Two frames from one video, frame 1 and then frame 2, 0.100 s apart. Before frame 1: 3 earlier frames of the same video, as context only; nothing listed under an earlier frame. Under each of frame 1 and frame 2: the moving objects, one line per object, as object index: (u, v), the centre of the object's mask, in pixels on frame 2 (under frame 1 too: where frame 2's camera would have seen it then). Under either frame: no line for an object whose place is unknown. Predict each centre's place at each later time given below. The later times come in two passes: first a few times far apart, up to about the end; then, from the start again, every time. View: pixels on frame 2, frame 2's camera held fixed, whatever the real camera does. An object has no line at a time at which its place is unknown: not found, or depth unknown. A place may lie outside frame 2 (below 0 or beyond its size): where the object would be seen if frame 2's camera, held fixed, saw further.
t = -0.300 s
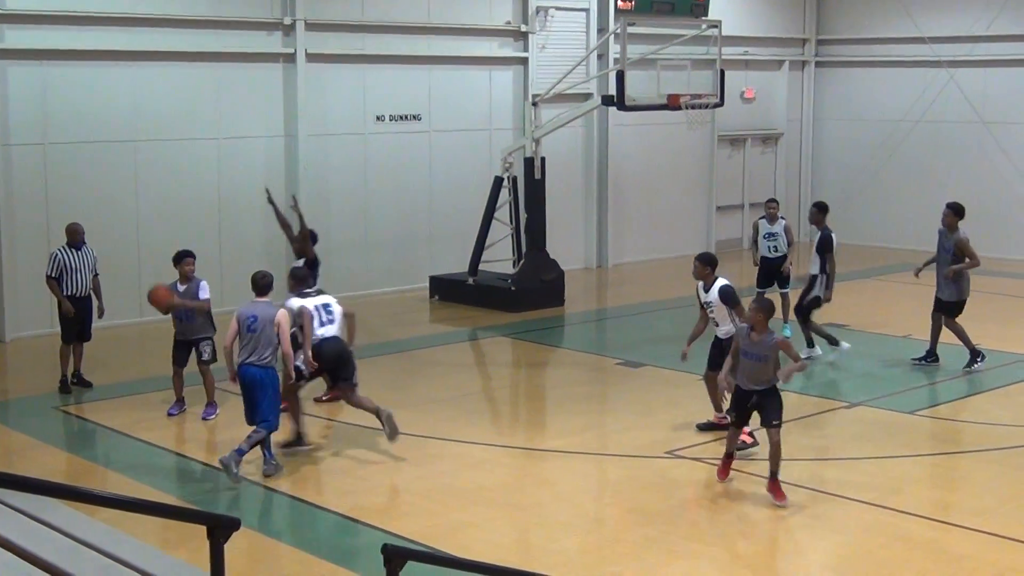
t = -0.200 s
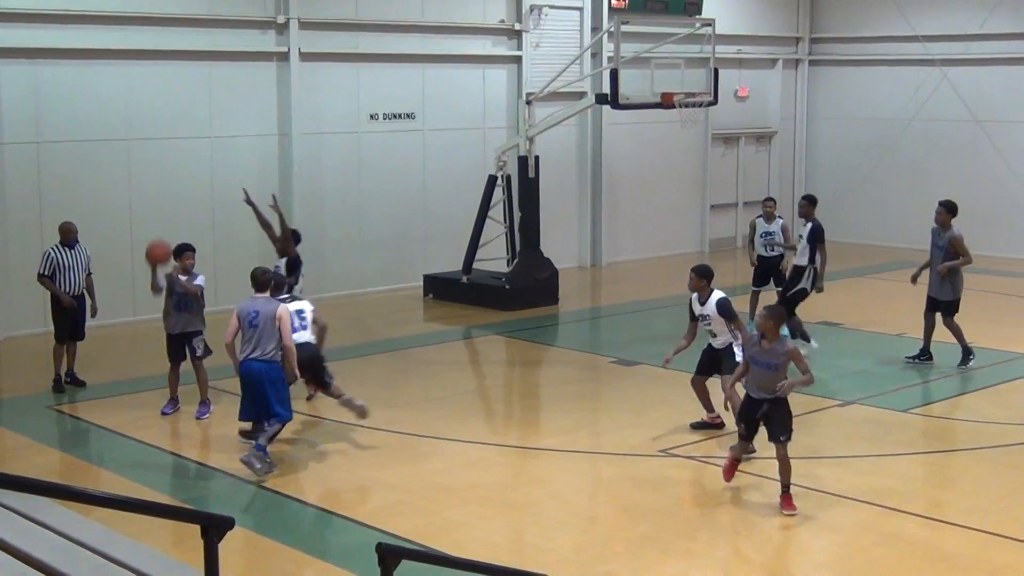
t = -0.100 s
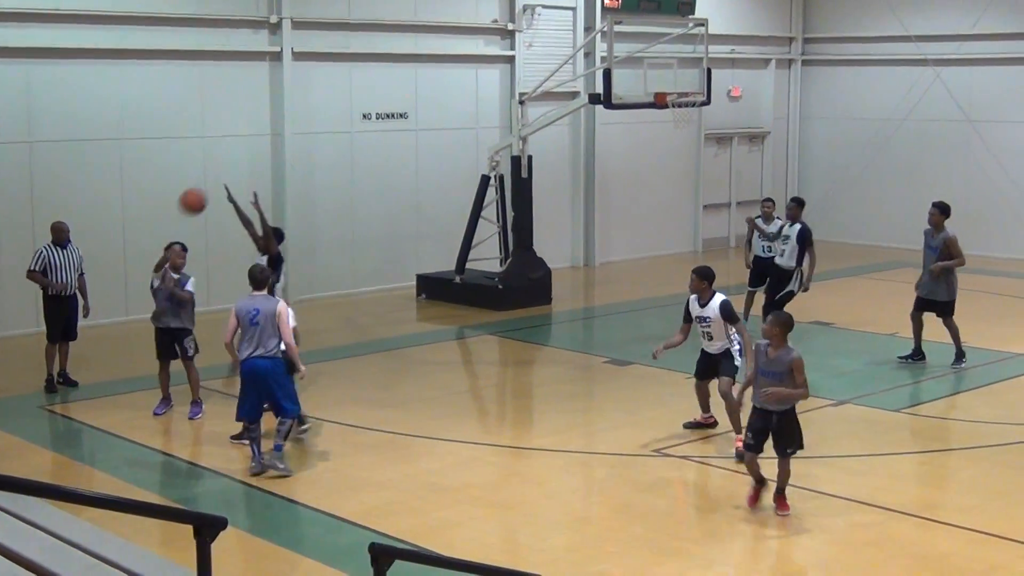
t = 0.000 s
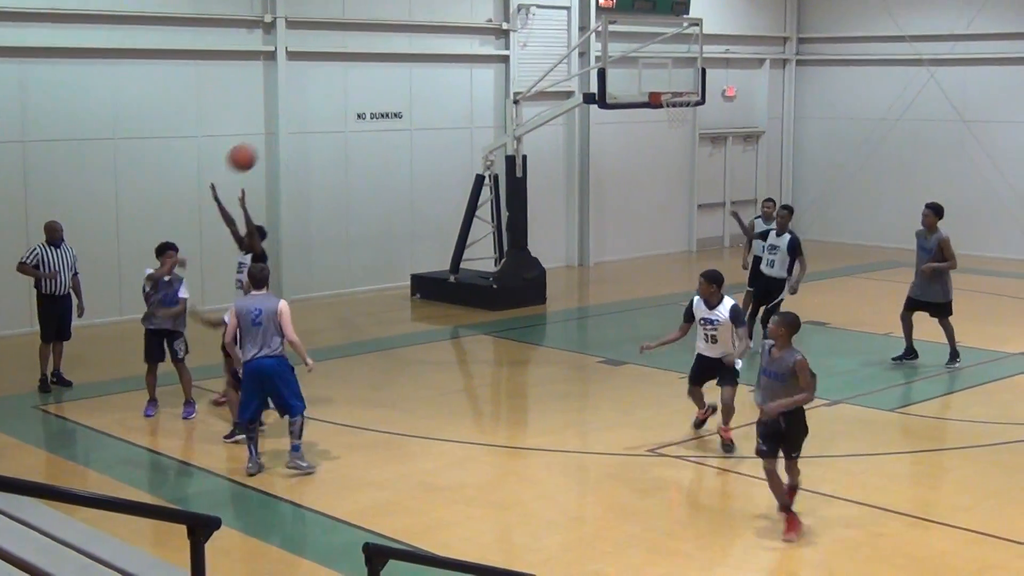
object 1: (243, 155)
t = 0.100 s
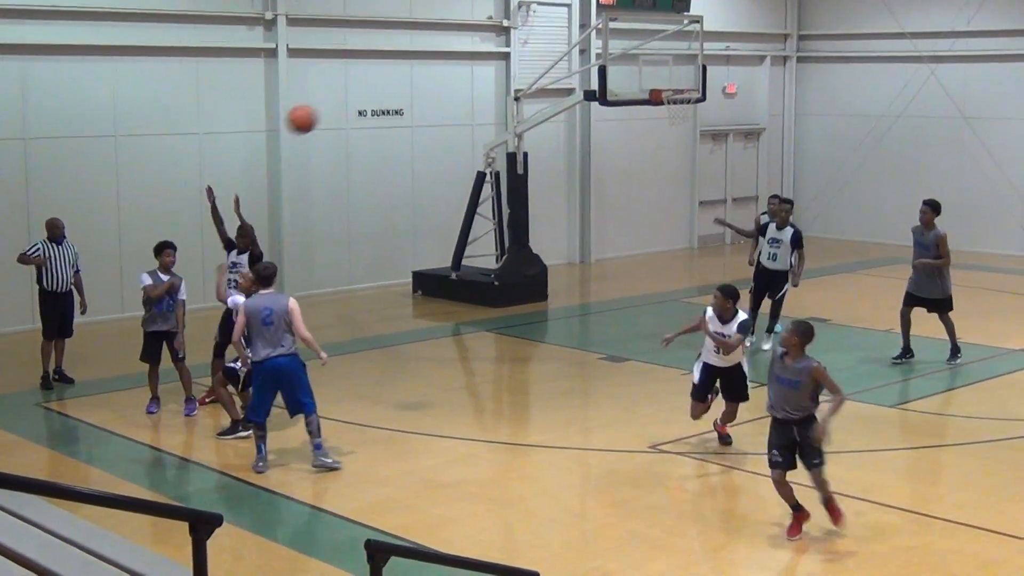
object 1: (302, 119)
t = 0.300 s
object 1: (433, 76)
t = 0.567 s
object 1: (650, 92)
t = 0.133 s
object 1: (322, 109)
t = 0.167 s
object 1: (343, 100)
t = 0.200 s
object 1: (365, 93)
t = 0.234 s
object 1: (387, 86)
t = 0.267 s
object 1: (410, 81)
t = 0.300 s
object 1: (433, 76)
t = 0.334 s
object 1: (457, 72)
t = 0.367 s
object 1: (484, 71)
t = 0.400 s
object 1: (511, 70)
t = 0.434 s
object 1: (537, 72)
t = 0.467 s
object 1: (564, 74)
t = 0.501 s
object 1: (592, 80)
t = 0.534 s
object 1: (620, 86)
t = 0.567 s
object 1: (650, 92)
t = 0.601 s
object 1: (680, 102)
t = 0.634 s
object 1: (712, 113)
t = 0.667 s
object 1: (744, 128)
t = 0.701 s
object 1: (777, 143)
